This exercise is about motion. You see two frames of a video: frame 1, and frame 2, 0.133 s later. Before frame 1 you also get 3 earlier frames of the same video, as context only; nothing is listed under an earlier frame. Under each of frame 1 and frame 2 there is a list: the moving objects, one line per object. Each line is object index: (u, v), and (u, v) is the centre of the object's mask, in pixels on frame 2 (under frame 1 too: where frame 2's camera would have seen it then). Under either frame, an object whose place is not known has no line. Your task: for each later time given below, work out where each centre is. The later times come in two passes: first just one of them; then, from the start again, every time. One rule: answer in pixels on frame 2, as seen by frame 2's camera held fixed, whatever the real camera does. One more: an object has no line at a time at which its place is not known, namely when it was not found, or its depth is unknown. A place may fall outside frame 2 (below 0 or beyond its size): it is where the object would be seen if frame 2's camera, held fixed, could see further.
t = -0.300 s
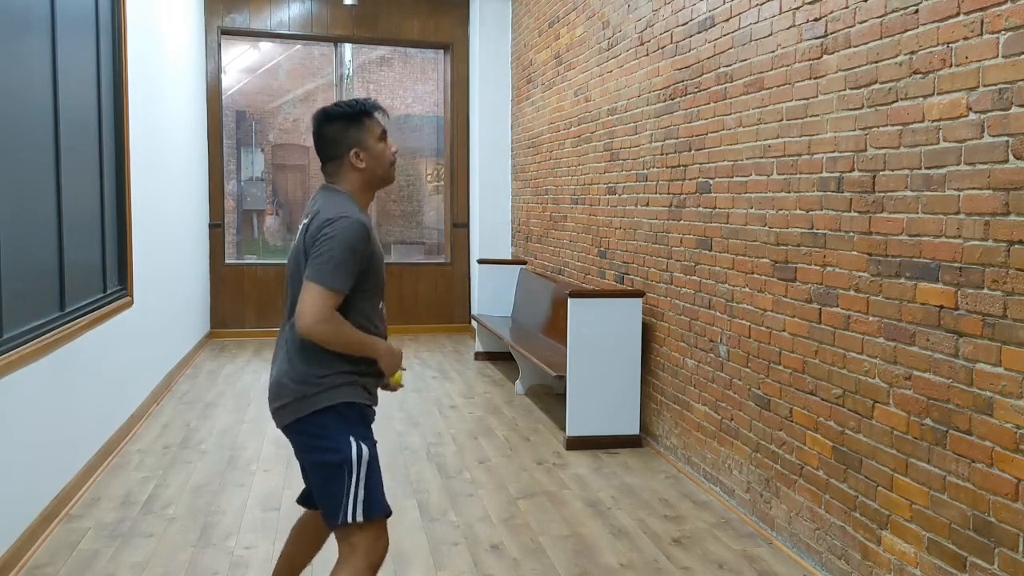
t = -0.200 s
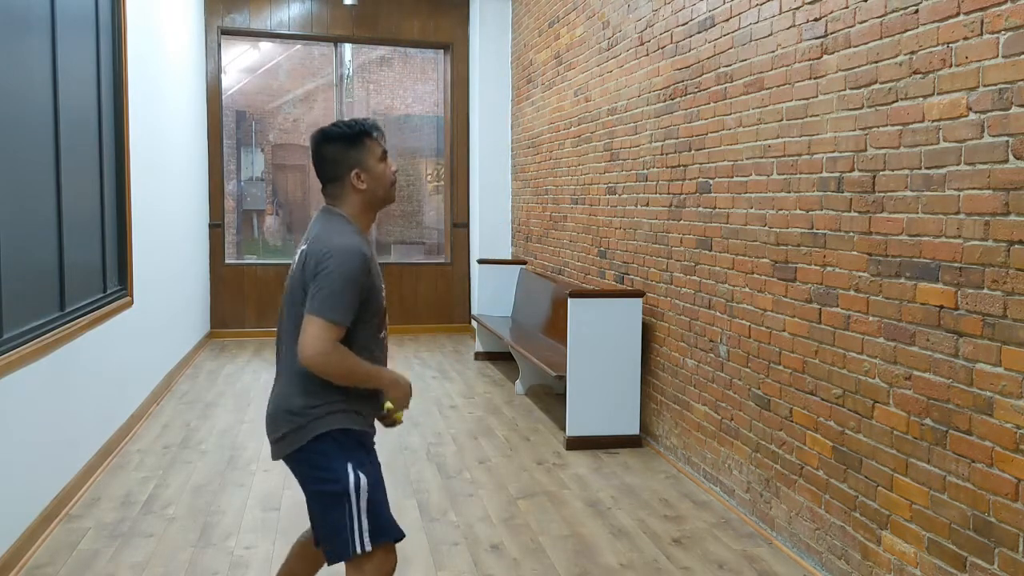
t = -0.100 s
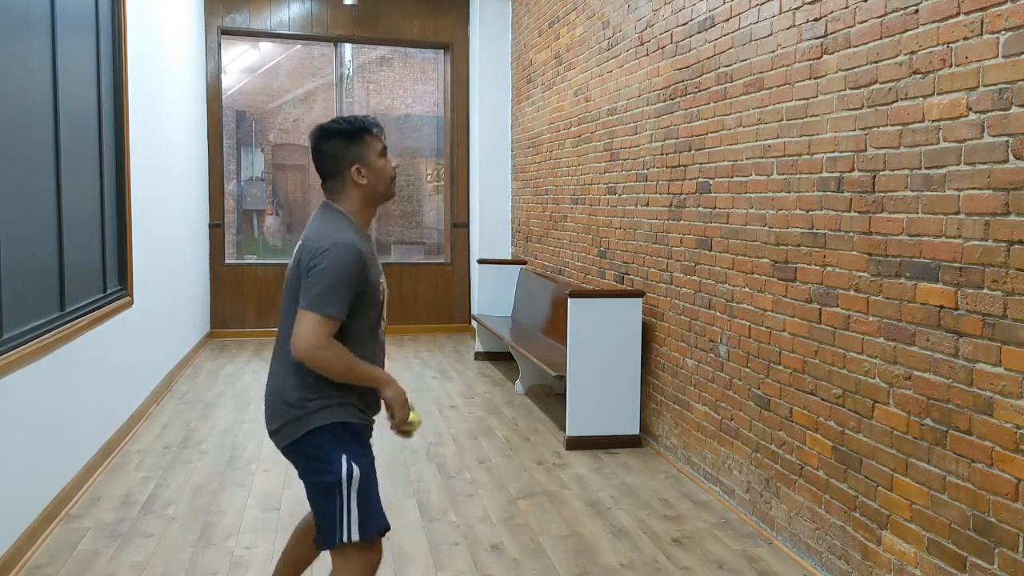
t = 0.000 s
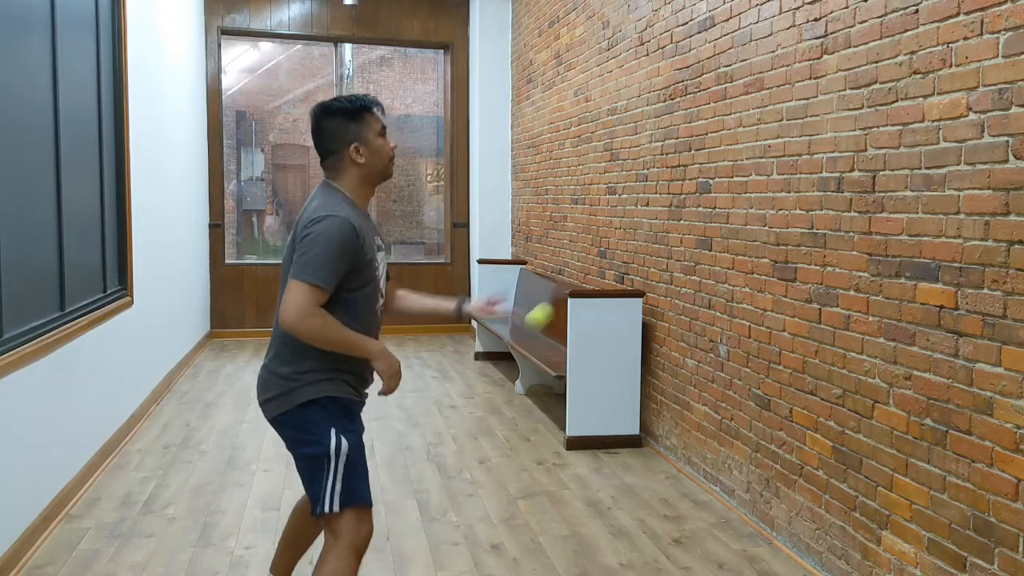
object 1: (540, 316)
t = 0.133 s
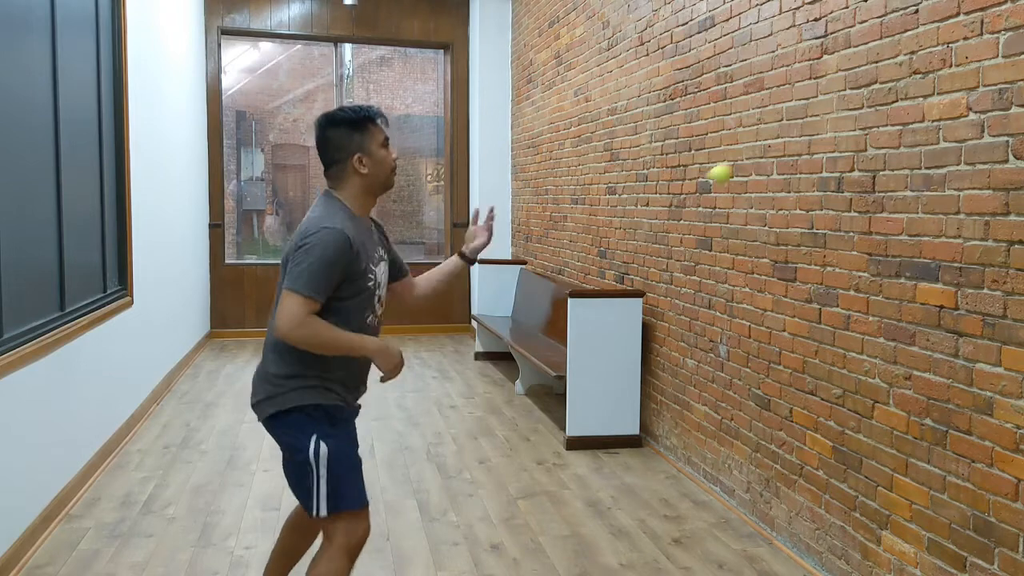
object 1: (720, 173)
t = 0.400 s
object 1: (691, 99)
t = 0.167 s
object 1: (763, 147)
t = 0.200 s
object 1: (804, 126)
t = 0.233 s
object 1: (843, 107)
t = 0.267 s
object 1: (842, 96)
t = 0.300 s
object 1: (805, 91)
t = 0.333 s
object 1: (768, 92)
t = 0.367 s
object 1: (730, 93)
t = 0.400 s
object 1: (691, 99)
